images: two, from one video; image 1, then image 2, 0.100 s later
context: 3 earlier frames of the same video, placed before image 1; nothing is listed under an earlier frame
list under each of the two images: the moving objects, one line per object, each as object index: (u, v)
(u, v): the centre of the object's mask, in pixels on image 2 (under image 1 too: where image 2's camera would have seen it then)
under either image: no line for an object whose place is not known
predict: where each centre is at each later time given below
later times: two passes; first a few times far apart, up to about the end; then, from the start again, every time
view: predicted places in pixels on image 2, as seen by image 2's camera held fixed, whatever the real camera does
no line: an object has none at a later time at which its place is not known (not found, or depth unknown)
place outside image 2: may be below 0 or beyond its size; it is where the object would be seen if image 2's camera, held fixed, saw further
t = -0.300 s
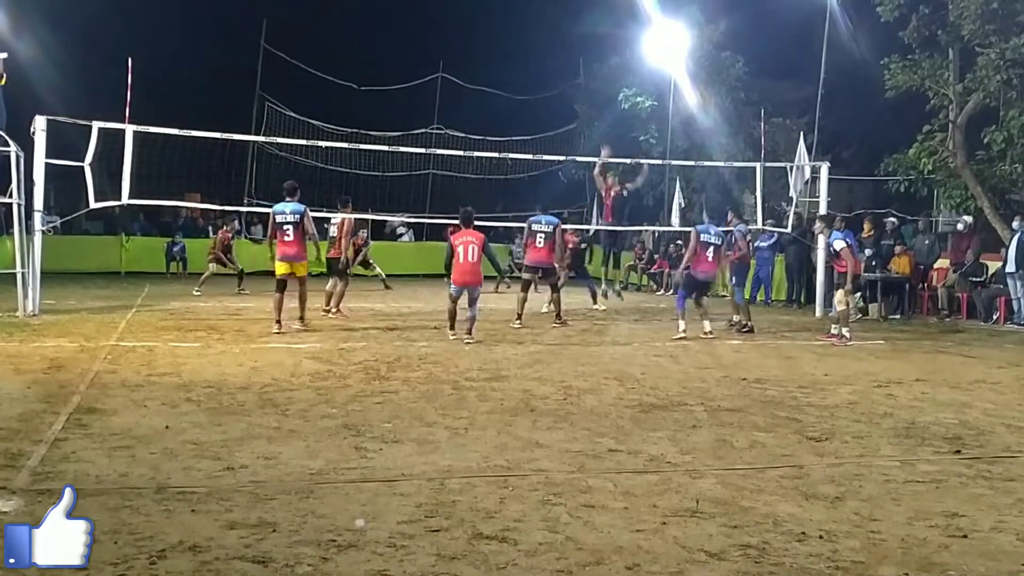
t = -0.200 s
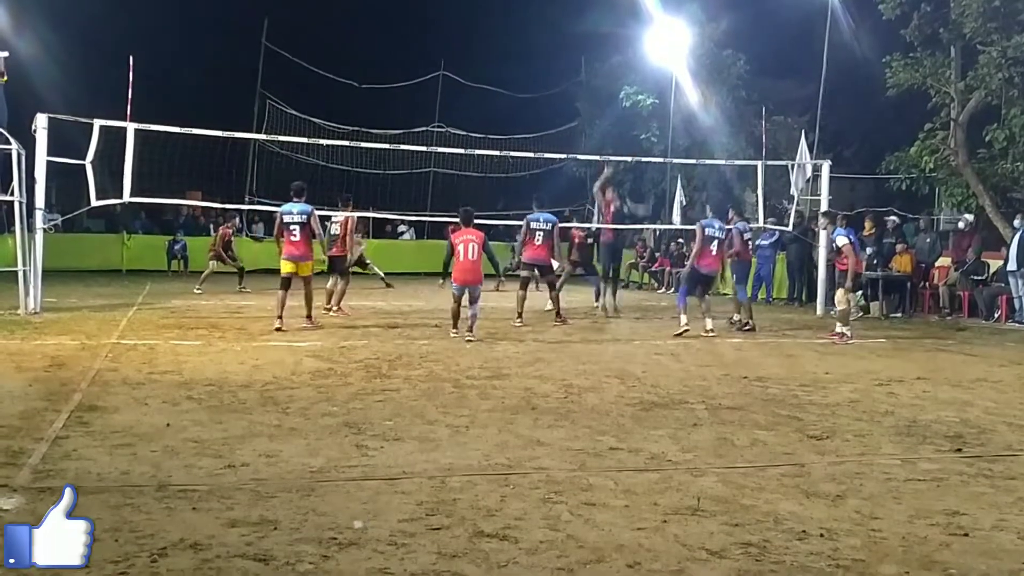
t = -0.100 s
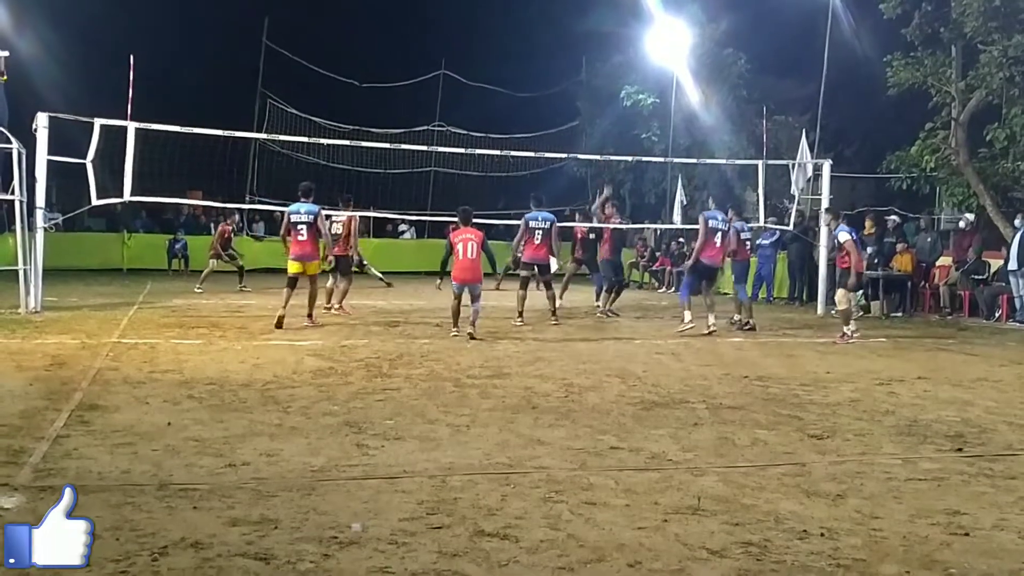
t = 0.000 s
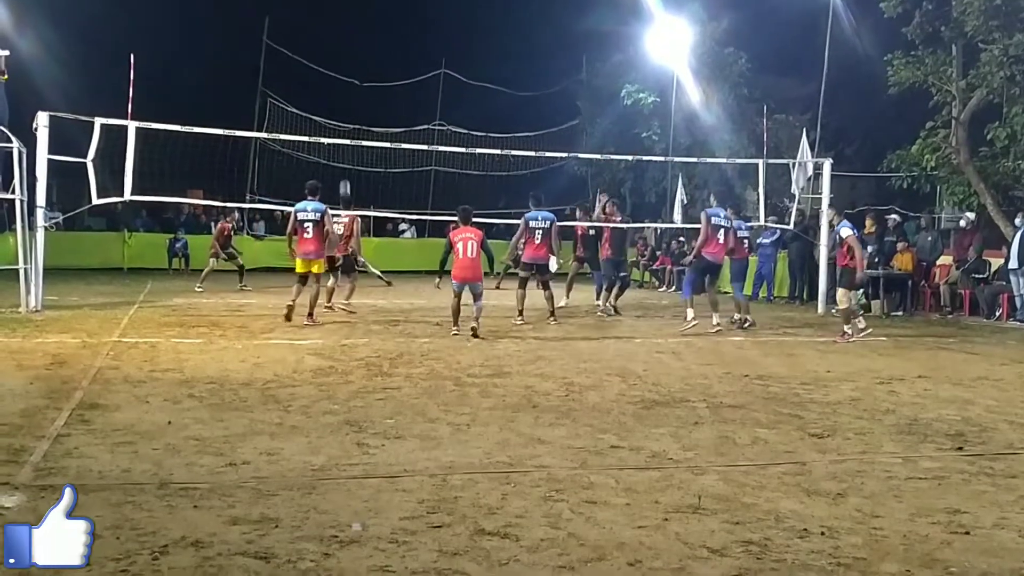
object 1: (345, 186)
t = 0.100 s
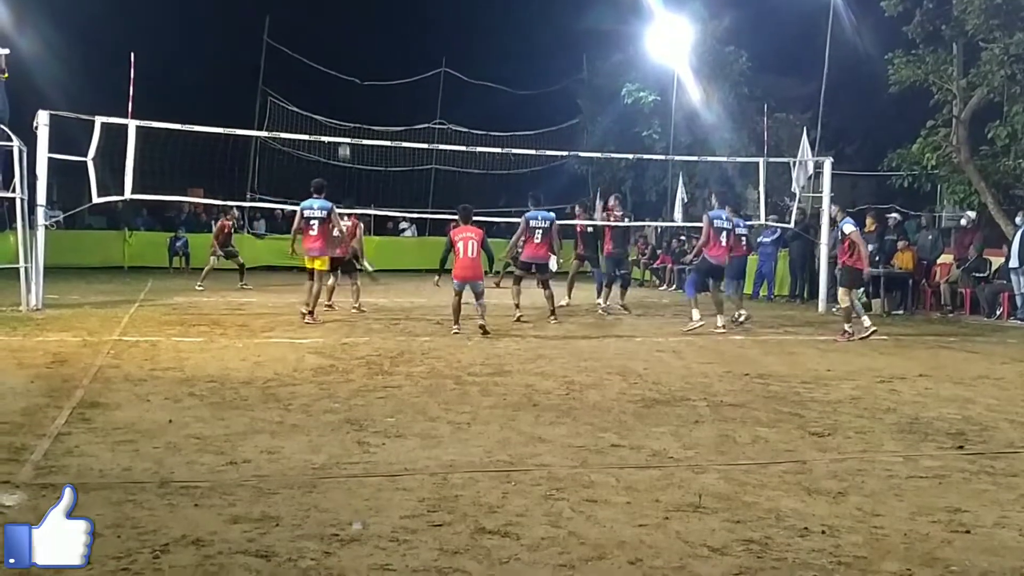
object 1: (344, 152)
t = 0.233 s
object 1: (342, 111)
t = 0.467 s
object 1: (339, 60)
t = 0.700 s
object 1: (336, 35)
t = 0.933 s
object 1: (333, 39)
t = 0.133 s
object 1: (344, 143)
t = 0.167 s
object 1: (343, 131)
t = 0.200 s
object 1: (343, 120)
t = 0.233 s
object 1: (342, 111)
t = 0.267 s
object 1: (342, 102)
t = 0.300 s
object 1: (342, 94)
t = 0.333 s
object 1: (341, 86)
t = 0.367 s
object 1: (341, 79)
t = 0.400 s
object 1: (340, 72)
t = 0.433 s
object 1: (340, 66)
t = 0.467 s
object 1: (339, 60)
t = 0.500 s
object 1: (339, 55)
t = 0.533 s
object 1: (338, 50)
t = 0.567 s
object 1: (338, 46)
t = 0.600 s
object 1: (338, 42)
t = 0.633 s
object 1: (337, 39)
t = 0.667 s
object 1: (337, 37)
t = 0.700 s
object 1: (336, 35)
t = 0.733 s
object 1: (336, 33)
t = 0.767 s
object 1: (336, 33)
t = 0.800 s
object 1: (335, 33)
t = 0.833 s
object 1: (334, 33)
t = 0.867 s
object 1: (334, 34)
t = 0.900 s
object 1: (333, 36)
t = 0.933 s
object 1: (333, 39)
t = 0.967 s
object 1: (332, 42)
